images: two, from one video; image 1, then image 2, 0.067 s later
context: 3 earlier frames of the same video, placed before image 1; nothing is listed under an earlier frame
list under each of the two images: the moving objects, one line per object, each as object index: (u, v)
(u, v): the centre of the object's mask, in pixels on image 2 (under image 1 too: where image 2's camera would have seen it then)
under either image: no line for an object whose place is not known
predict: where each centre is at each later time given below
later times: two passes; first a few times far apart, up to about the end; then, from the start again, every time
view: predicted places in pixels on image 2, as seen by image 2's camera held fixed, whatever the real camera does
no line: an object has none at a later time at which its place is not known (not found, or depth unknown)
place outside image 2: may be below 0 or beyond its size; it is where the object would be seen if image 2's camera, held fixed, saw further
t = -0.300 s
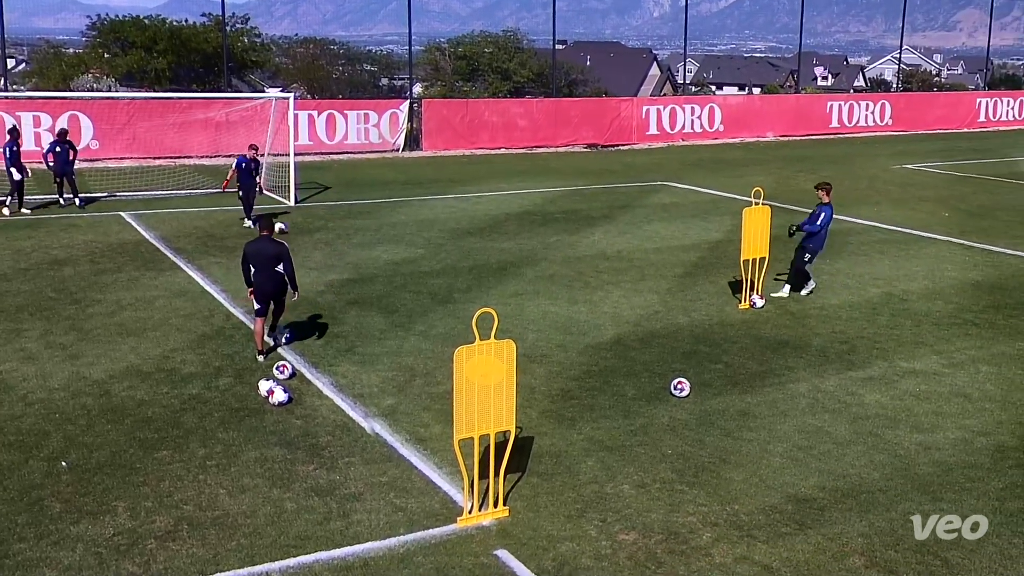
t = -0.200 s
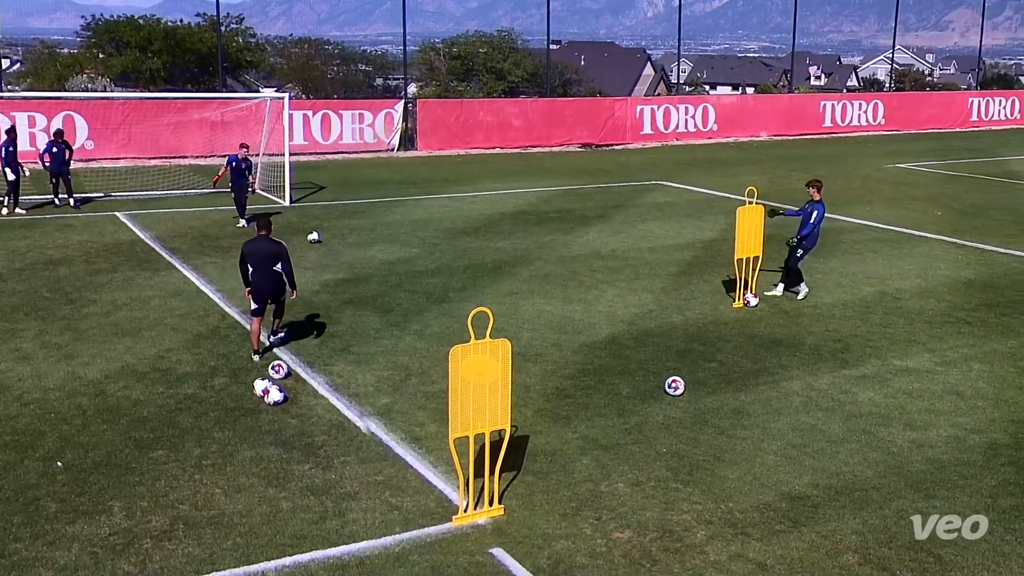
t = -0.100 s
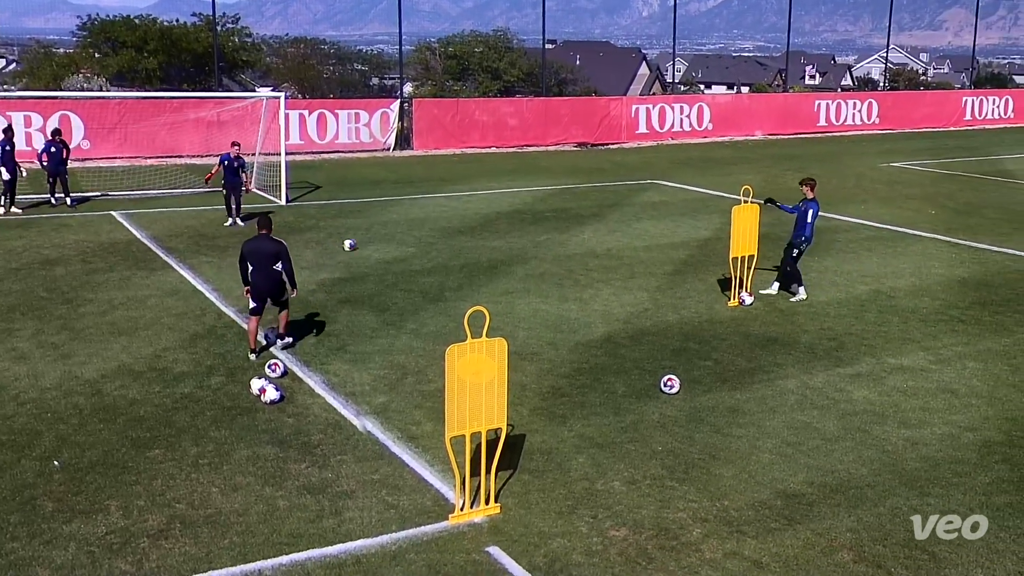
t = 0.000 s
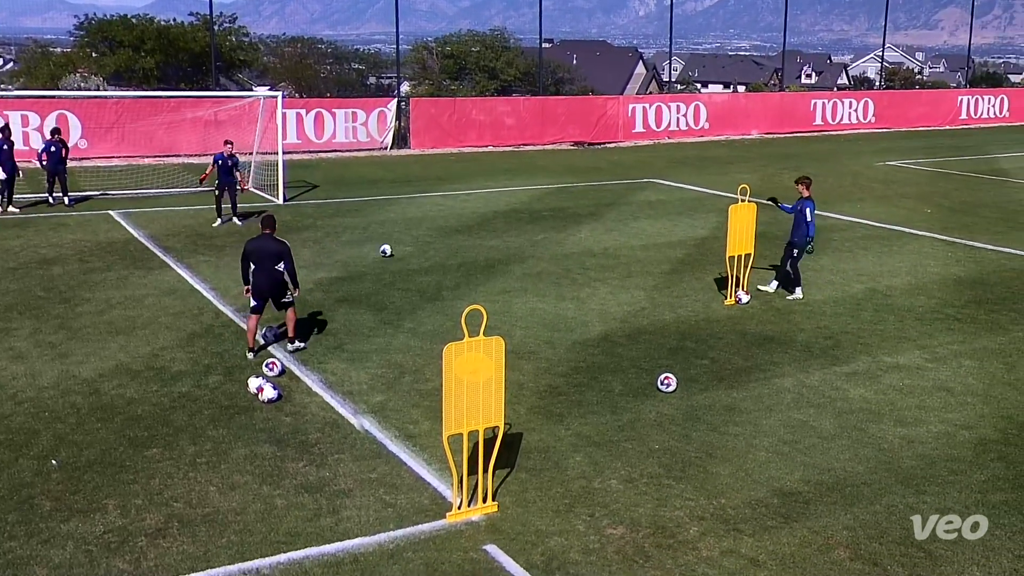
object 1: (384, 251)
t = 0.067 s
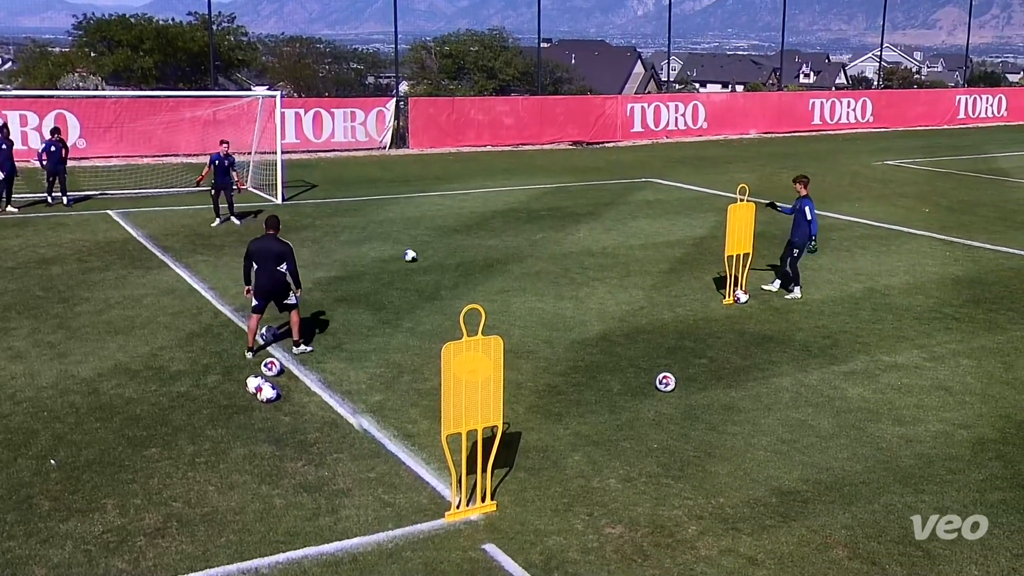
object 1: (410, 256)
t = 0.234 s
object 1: (470, 269)
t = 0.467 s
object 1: (550, 287)
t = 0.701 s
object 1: (626, 303)
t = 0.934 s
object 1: (699, 318)
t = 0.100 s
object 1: (423, 260)
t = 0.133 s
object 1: (435, 262)
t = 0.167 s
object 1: (447, 265)
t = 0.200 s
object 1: (459, 266)
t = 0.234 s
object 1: (470, 269)
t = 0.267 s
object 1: (482, 273)
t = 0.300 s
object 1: (495, 275)
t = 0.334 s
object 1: (506, 277)
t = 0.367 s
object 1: (517, 279)
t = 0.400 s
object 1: (529, 282)
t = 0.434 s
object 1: (539, 285)
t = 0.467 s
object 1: (550, 287)
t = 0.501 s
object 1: (562, 289)
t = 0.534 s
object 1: (572, 291)
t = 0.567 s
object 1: (583, 294)
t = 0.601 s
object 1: (594, 296)
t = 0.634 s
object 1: (604, 298)
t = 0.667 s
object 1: (615, 300)
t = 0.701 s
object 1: (626, 303)
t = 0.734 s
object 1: (636, 305)
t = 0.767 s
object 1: (647, 307)
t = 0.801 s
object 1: (657, 309)
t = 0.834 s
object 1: (668, 312)
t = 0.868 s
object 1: (678, 314)
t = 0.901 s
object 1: (689, 316)
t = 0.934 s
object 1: (699, 318)
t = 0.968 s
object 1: (710, 321)
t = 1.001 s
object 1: (720, 323)
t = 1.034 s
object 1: (730, 325)
